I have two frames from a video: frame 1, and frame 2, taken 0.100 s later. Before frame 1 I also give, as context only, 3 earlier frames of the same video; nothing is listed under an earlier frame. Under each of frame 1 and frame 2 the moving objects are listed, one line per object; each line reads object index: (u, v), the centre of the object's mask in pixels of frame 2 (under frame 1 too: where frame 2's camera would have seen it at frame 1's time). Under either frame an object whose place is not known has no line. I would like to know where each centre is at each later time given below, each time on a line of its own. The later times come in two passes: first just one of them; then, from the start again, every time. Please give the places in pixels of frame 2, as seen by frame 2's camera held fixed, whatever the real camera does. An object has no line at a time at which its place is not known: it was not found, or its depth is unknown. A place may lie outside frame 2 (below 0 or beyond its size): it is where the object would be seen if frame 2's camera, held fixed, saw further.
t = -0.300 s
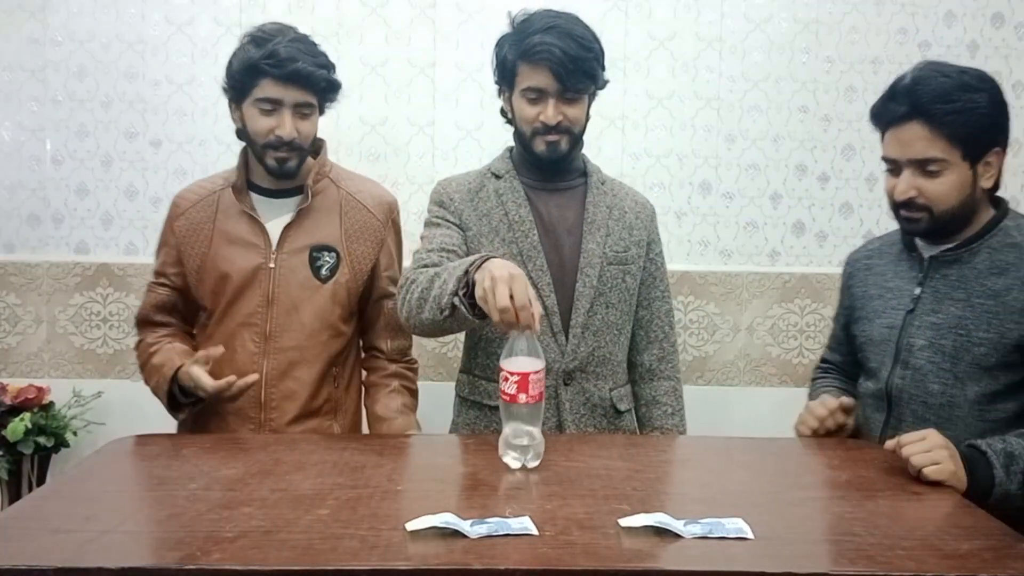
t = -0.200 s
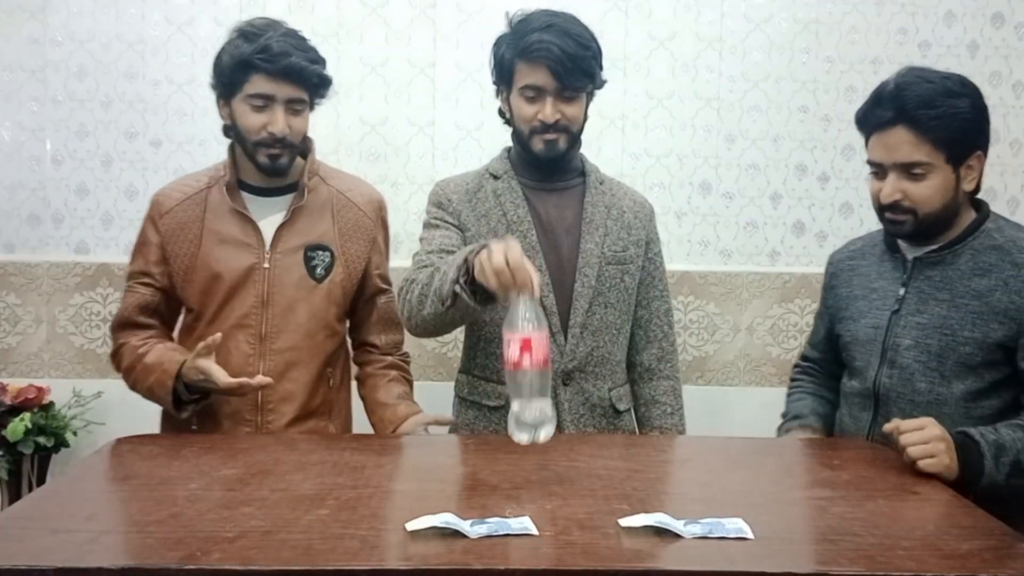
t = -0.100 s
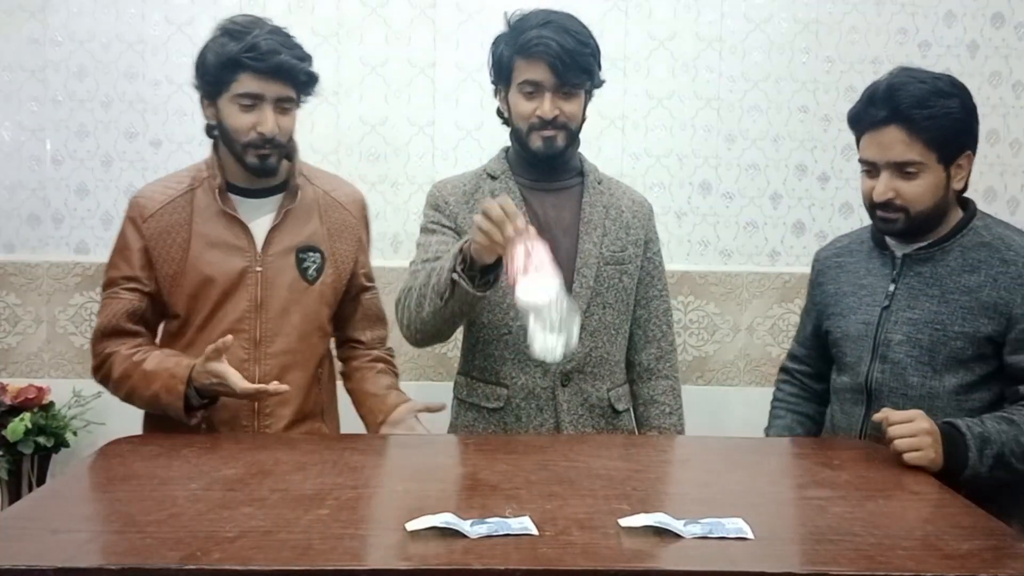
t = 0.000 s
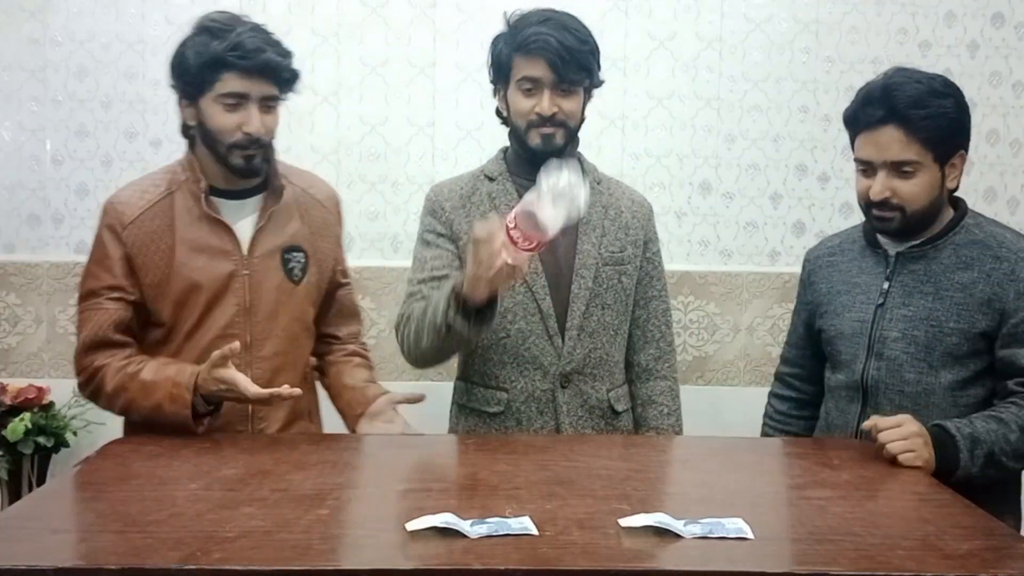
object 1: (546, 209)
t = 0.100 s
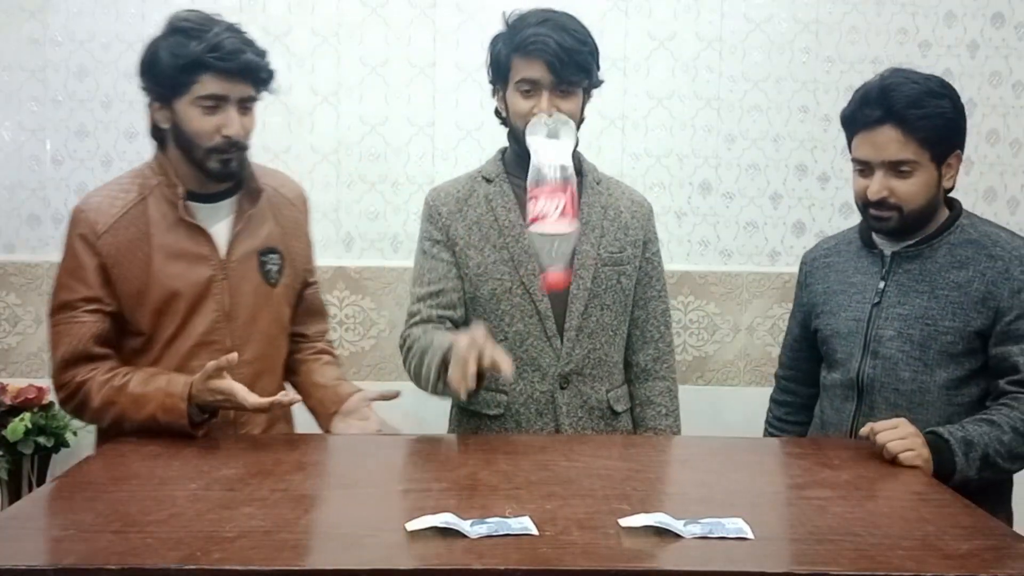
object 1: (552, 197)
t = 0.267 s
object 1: (553, 233)
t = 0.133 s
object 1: (558, 191)
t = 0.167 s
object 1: (559, 183)
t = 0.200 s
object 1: (557, 189)
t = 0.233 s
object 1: (555, 207)
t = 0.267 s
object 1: (553, 233)
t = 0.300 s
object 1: (549, 269)
